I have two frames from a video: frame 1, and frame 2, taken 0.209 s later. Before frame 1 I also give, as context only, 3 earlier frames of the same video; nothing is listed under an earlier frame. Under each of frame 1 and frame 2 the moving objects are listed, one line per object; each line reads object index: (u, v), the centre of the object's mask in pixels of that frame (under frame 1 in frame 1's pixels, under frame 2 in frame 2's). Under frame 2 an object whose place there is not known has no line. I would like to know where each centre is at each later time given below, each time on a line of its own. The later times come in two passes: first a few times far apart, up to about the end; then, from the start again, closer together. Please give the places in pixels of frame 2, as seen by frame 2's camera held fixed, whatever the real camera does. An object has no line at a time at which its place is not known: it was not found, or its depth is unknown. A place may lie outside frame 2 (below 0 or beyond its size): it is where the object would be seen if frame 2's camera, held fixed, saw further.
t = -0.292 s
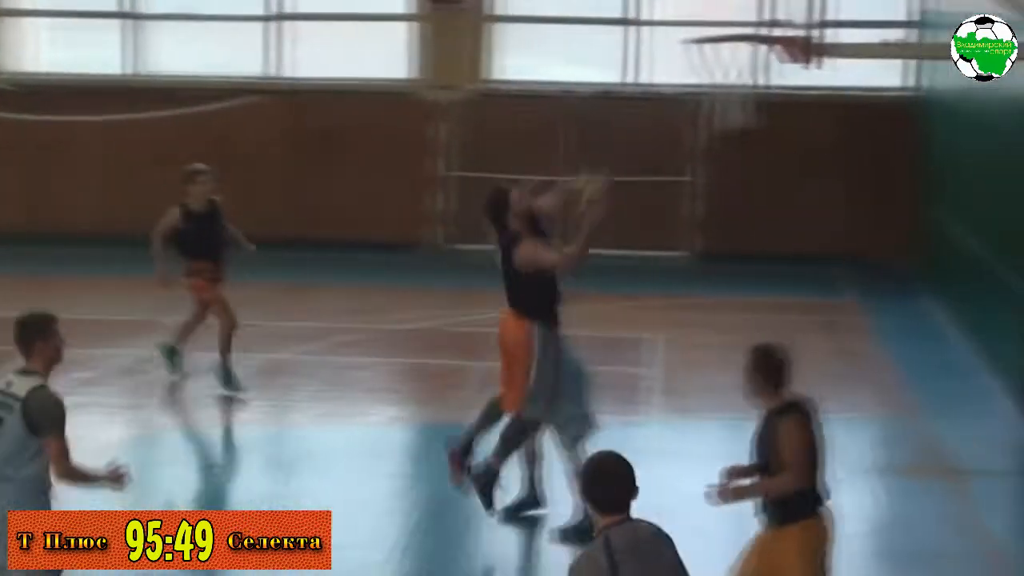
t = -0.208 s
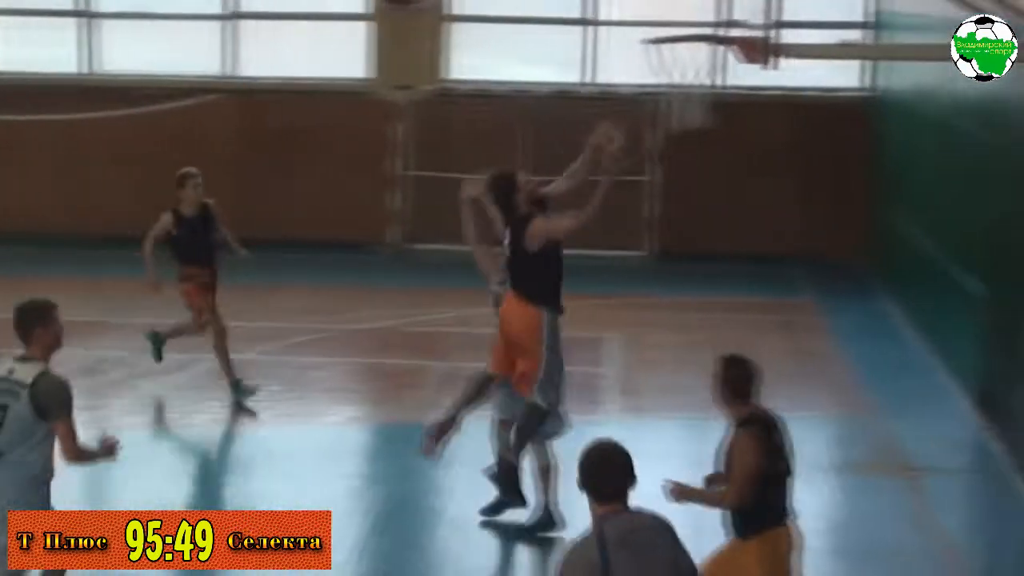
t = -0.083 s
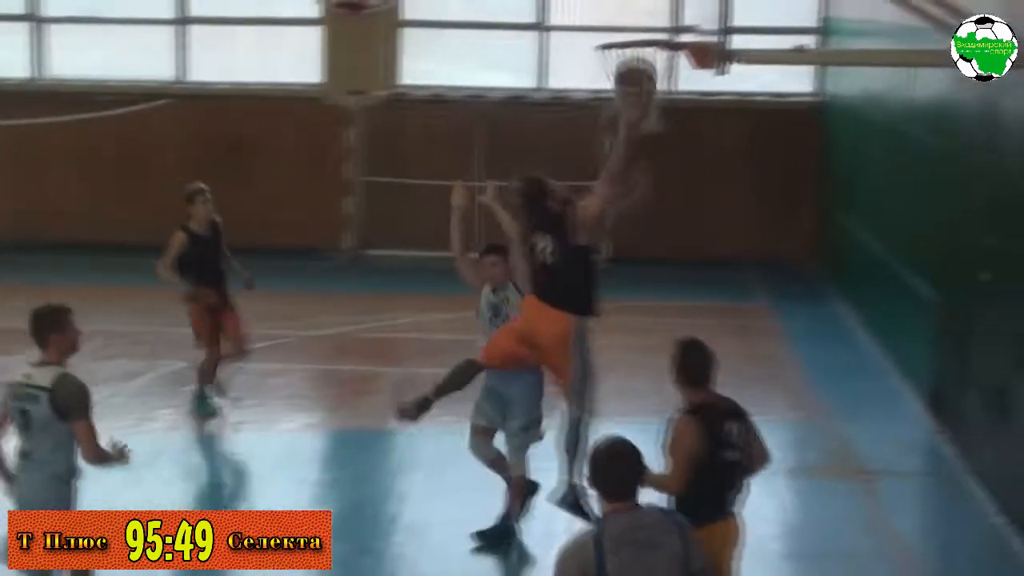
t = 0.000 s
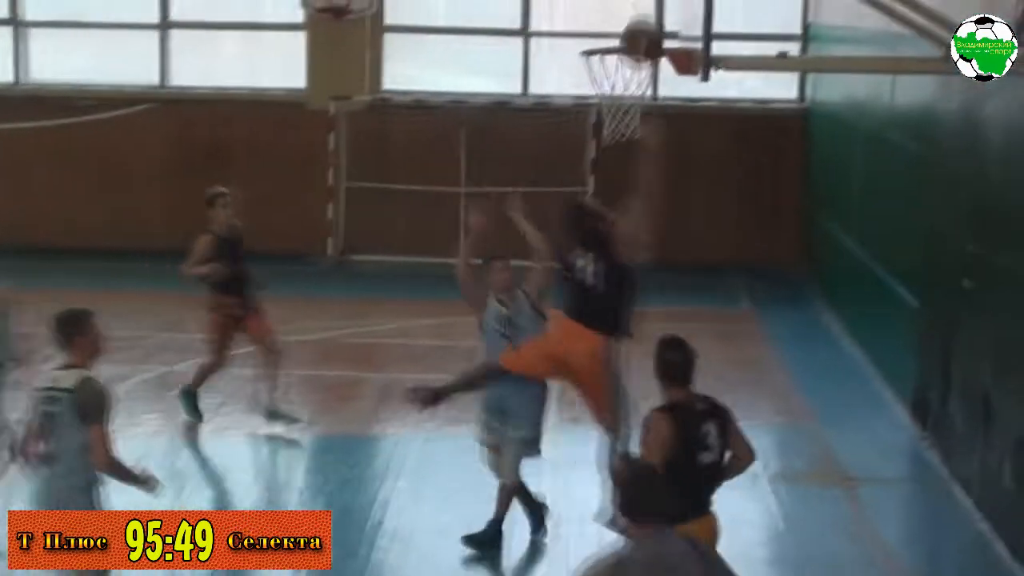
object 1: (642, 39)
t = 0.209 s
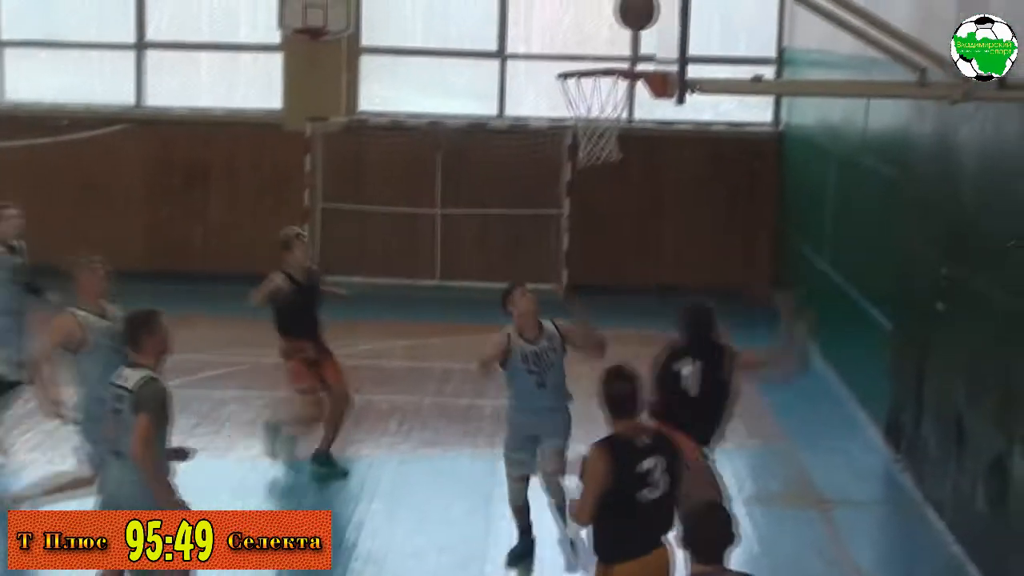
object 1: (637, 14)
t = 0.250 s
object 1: (629, 10)
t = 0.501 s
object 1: (587, 51)
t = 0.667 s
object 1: (581, 56)
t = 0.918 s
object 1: (614, 113)
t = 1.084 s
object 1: (628, 165)
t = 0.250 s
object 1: (629, 10)
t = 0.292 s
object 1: (622, 9)
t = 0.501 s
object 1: (587, 51)
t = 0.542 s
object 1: (585, 52)
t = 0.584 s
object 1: (584, 51)
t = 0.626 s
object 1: (582, 52)
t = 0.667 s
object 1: (581, 56)
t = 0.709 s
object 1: (579, 63)
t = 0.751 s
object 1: (578, 73)
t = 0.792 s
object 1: (586, 82)
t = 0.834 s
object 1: (598, 92)
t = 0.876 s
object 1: (606, 102)
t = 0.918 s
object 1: (614, 113)
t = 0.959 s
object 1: (617, 120)
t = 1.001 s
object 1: (620, 136)
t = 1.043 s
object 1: (623, 153)
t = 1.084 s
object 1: (628, 165)
